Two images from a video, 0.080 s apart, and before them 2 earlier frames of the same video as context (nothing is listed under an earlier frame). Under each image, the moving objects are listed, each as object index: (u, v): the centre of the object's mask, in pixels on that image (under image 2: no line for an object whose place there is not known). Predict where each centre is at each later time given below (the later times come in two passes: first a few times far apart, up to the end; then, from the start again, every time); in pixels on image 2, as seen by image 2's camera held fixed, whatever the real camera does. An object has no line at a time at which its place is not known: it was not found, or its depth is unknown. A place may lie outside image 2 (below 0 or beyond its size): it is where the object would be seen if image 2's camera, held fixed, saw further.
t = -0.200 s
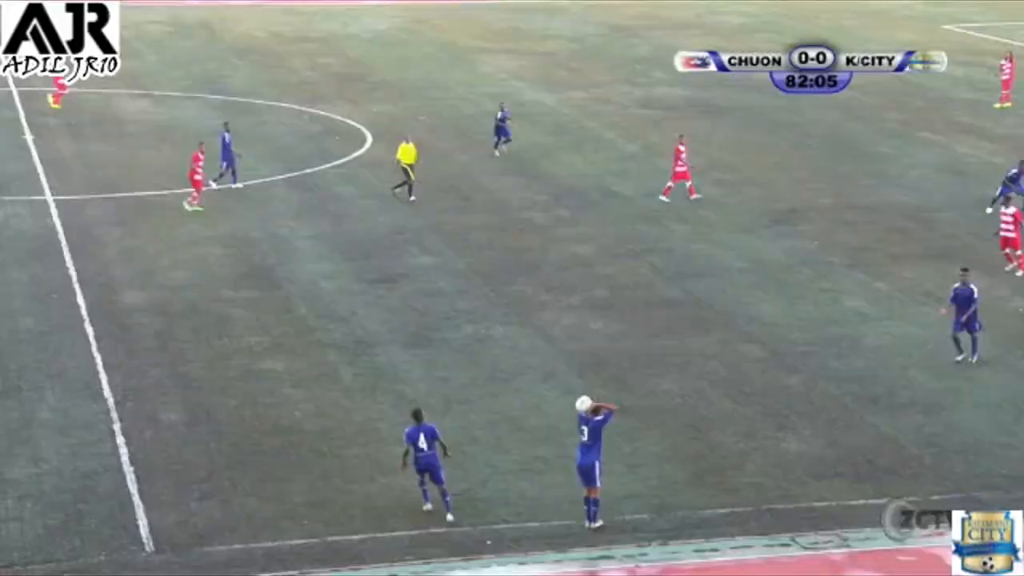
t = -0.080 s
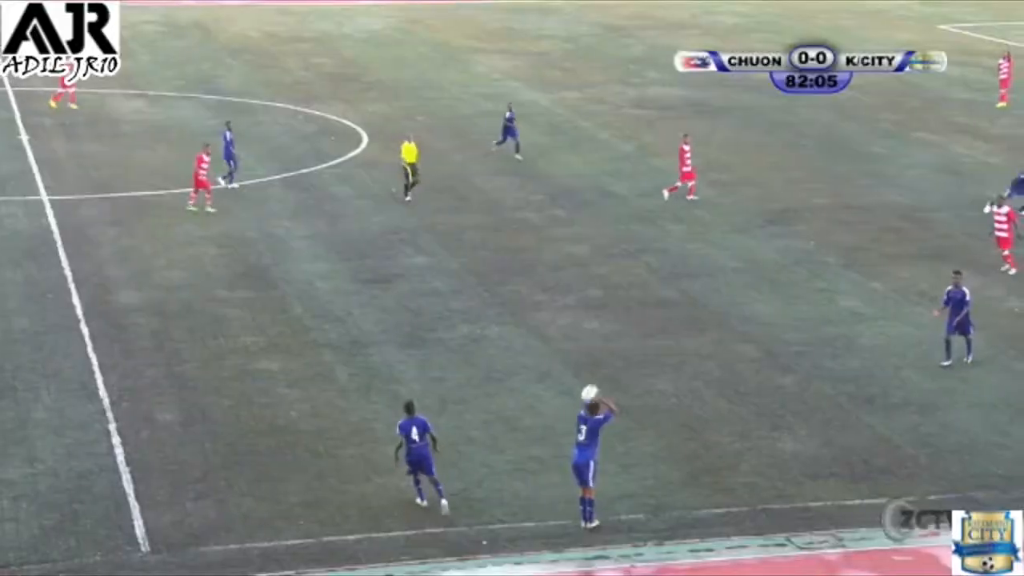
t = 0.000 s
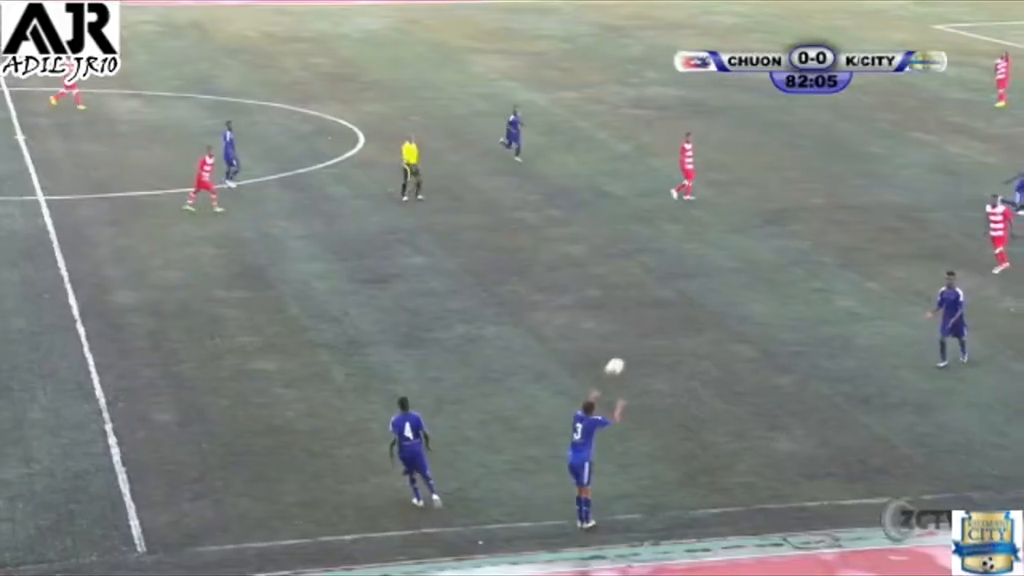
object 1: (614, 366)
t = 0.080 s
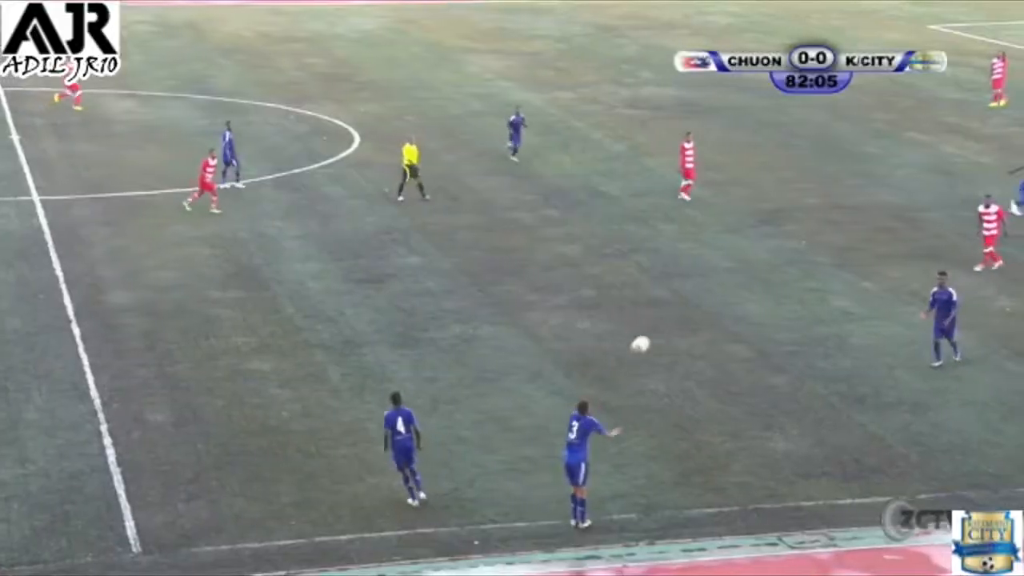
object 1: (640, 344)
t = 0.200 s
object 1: (684, 320)
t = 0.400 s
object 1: (751, 300)
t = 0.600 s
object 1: (809, 306)
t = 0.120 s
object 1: (655, 335)
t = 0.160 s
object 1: (669, 327)
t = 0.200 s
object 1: (684, 320)
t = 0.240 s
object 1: (698, 314)
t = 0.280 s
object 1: (712, 309)
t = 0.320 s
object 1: (724, 305)
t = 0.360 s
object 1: (738, 302)
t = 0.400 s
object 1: (751, 300)
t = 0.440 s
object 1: (763, 300)
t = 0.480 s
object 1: (775, 299)
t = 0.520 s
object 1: (786, 300)
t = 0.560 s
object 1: (797, 302)
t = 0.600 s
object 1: (809, 306)
